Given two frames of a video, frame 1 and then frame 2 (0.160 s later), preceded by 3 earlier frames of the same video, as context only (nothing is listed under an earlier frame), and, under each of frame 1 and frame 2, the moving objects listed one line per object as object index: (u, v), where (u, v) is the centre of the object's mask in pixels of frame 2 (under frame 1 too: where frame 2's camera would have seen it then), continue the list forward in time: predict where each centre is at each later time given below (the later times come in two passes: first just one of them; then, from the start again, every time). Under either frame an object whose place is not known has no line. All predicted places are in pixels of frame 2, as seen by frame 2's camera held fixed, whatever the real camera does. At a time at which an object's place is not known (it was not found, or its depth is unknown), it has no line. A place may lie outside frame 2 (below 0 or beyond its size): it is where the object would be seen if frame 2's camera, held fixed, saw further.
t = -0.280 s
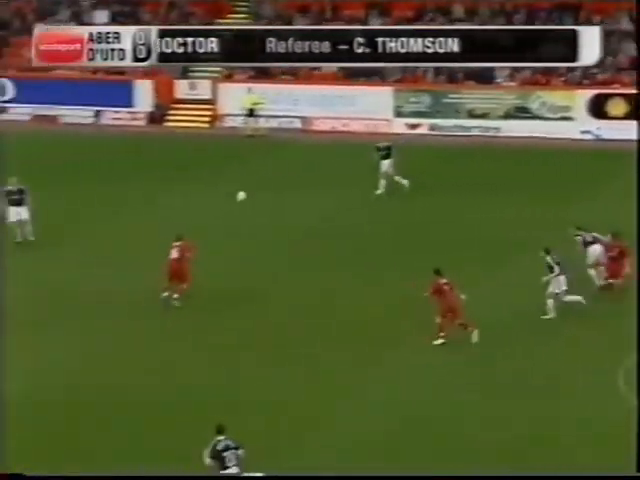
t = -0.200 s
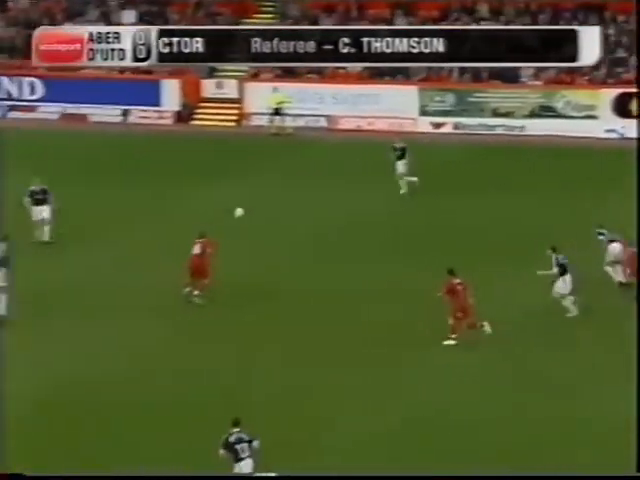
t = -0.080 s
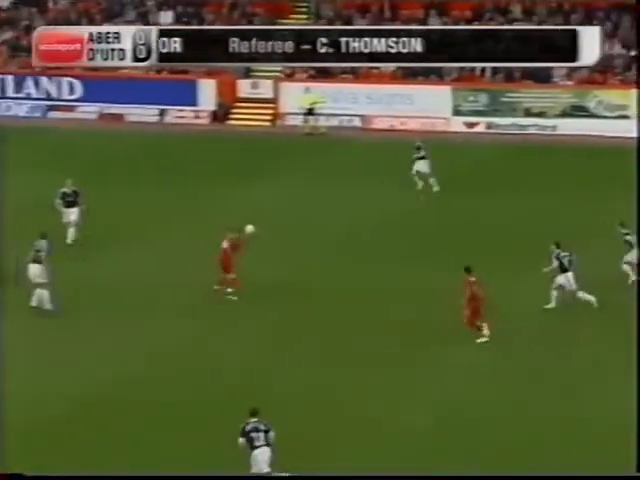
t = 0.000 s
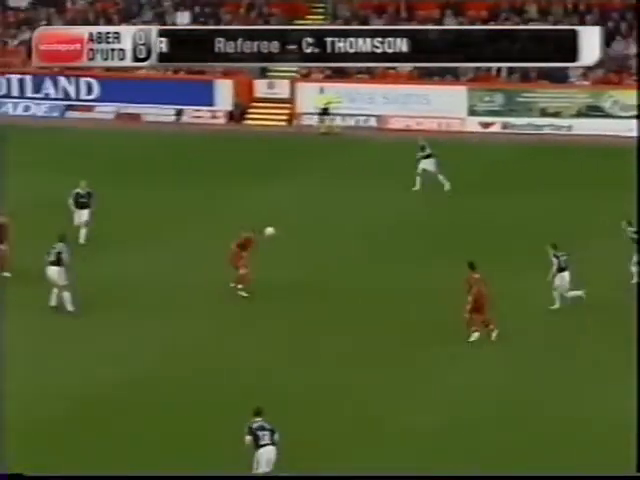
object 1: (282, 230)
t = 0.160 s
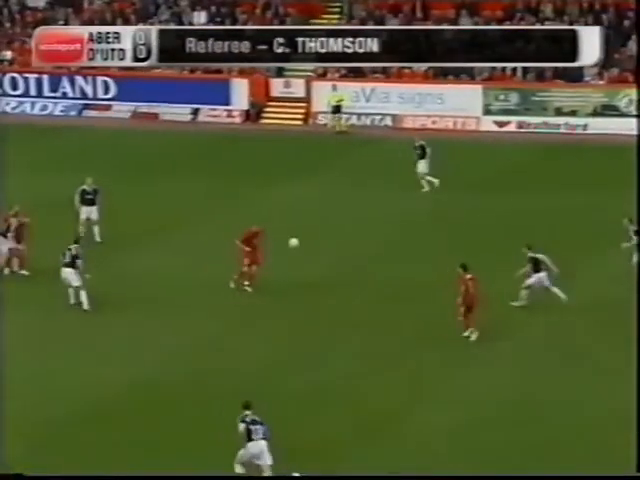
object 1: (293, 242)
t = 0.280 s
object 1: (299, 260)
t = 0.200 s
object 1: (295, 247)
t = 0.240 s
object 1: (297, 253)
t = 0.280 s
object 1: (299, 260)
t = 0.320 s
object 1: (300, 266)
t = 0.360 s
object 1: (303, 274)
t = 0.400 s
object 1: (305, 282)
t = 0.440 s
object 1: (308, 291)
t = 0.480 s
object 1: (311, 301)
